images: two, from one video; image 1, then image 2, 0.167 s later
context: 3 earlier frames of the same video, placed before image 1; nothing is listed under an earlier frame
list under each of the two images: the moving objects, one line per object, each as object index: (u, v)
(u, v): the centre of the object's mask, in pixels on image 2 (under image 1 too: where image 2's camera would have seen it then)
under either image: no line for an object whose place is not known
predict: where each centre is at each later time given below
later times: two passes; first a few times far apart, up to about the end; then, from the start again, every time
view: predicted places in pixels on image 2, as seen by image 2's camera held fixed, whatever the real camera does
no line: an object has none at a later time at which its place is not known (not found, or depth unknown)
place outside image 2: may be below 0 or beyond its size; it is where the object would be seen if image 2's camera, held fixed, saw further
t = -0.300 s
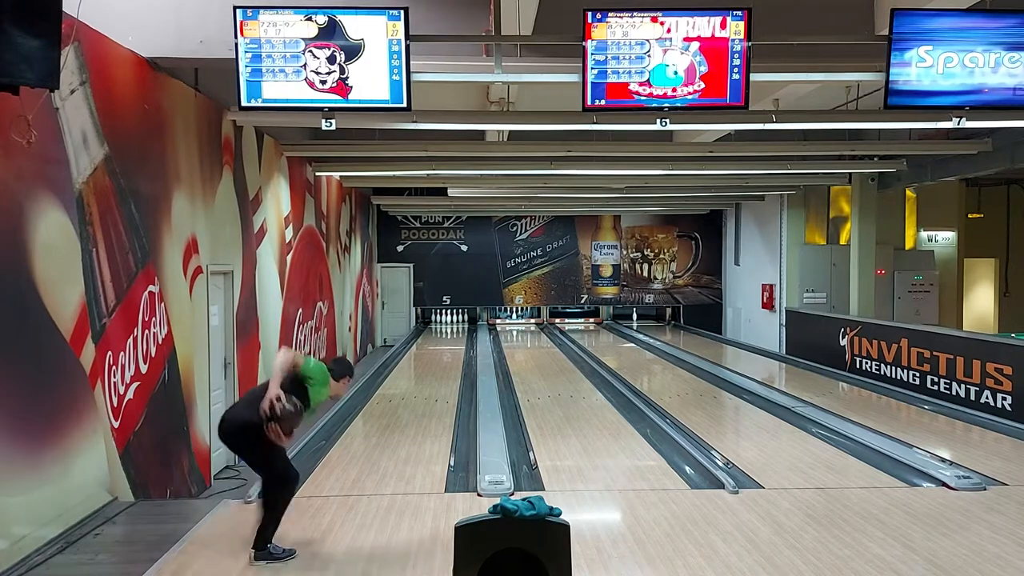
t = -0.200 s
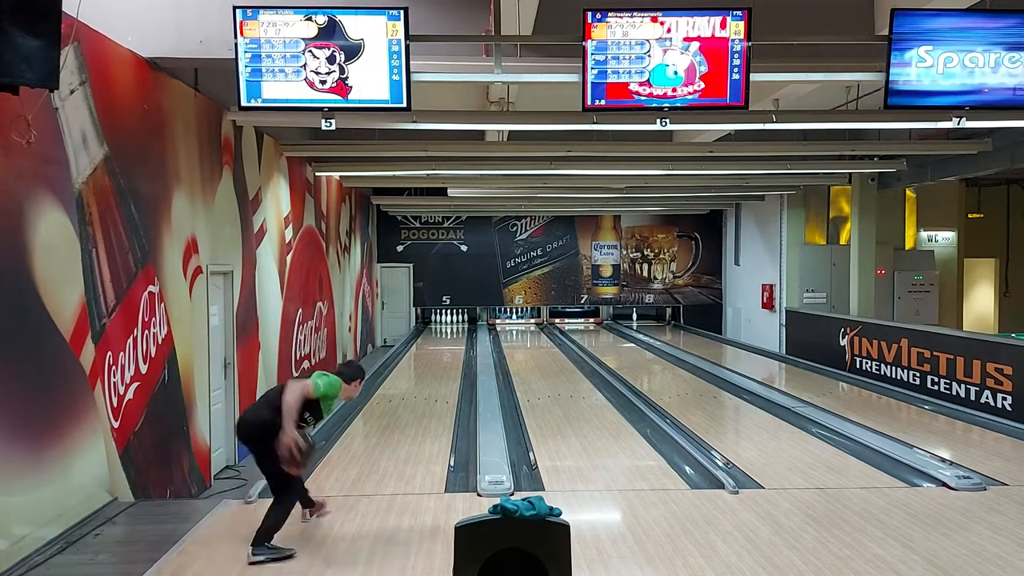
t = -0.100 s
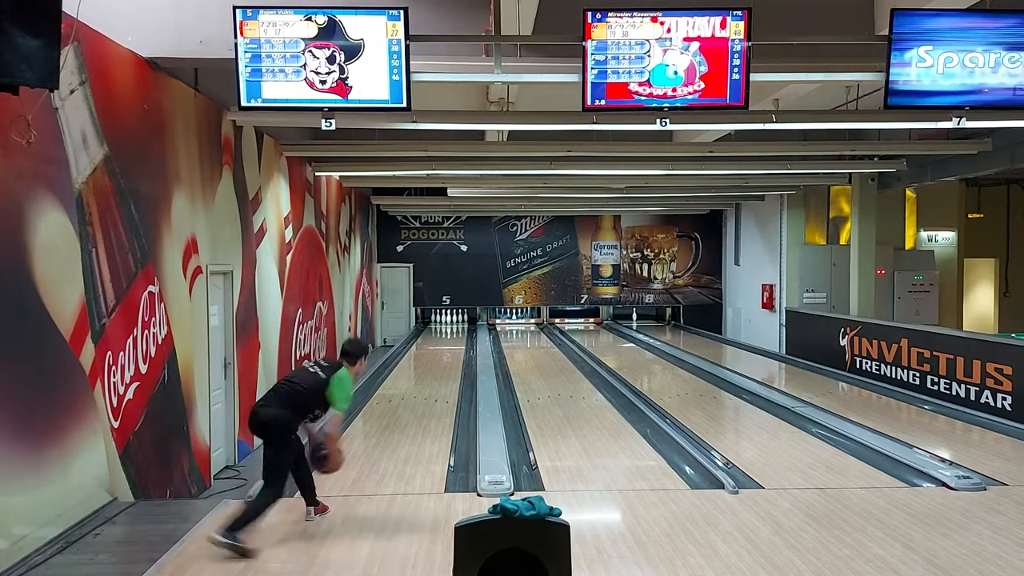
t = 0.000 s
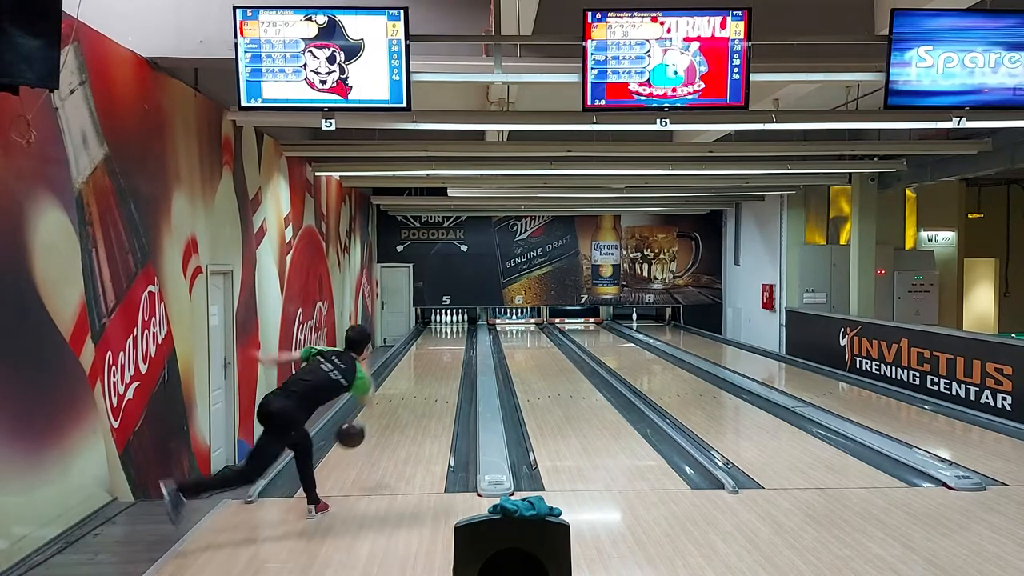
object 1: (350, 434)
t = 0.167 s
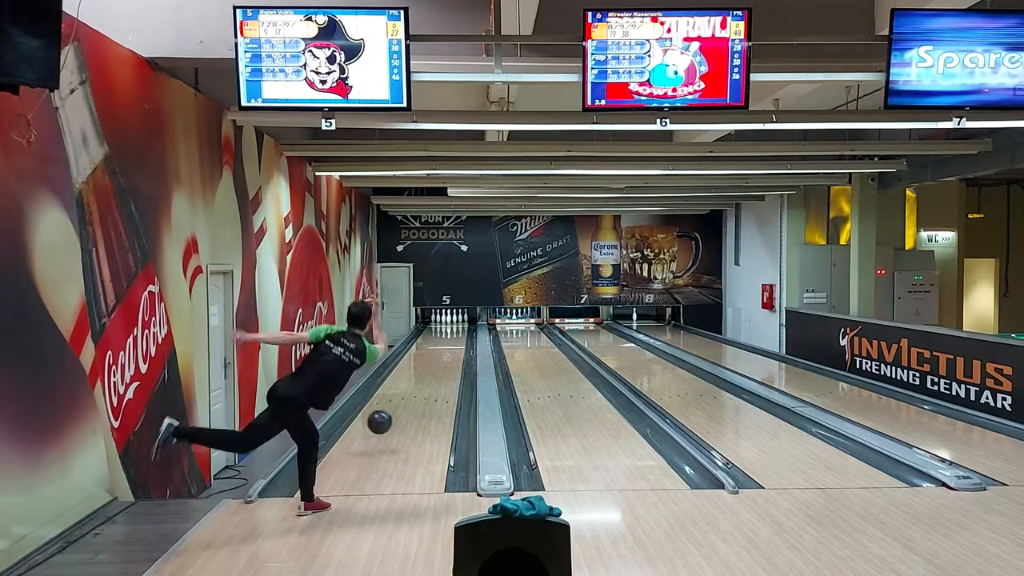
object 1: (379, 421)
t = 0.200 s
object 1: (384, 423)
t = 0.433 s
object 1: (410, 405)
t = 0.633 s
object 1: (426, 387)
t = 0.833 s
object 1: (437, 372)
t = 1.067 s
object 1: (447, 359)
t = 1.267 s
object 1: (452, 351)
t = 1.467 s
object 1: (456, 343)
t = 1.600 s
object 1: (458, 339)
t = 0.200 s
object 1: (384, 423)
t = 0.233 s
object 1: (389, 426)
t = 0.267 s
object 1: (393, 425)
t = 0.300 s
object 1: (397, 418)
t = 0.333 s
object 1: (400, 413)
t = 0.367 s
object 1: (404, 410)
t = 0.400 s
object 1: (407, 407)
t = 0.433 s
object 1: (410, 405)
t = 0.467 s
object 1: (413, 401)
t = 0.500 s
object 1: (416, 398)
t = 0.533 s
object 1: (419, 395)
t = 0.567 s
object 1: (421, 392)
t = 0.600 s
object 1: (424, 389)
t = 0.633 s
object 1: (426, 387)
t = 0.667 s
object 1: (428, 384)
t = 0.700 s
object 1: (430, 381)
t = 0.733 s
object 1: (432, 379)
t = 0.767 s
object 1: (434, 376)
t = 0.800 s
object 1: (435, 374)
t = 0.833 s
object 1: (437, 372)
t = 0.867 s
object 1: (439, 370)
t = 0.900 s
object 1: (440, 368)
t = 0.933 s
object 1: (442, 366)
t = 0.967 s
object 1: (443, 364)
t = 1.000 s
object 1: (444, 362)
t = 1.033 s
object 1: (445, 361)
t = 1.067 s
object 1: (447, 359)
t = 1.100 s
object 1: (448, 358)
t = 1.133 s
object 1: (449, 356)
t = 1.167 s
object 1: (450, 355)
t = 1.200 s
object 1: (451, 353)
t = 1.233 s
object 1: (452, 352)
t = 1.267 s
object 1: (452, 351)
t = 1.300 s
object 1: (453, 349)
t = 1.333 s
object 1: (454, 348)
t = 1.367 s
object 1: (454, 347)
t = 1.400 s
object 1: (455, 346)
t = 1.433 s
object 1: (456, 344)
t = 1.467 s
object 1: (456, 343)
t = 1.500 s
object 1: (456, 342)
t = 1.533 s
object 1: (457, 341)
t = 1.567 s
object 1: (457, 340)
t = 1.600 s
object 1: (458, 339)
